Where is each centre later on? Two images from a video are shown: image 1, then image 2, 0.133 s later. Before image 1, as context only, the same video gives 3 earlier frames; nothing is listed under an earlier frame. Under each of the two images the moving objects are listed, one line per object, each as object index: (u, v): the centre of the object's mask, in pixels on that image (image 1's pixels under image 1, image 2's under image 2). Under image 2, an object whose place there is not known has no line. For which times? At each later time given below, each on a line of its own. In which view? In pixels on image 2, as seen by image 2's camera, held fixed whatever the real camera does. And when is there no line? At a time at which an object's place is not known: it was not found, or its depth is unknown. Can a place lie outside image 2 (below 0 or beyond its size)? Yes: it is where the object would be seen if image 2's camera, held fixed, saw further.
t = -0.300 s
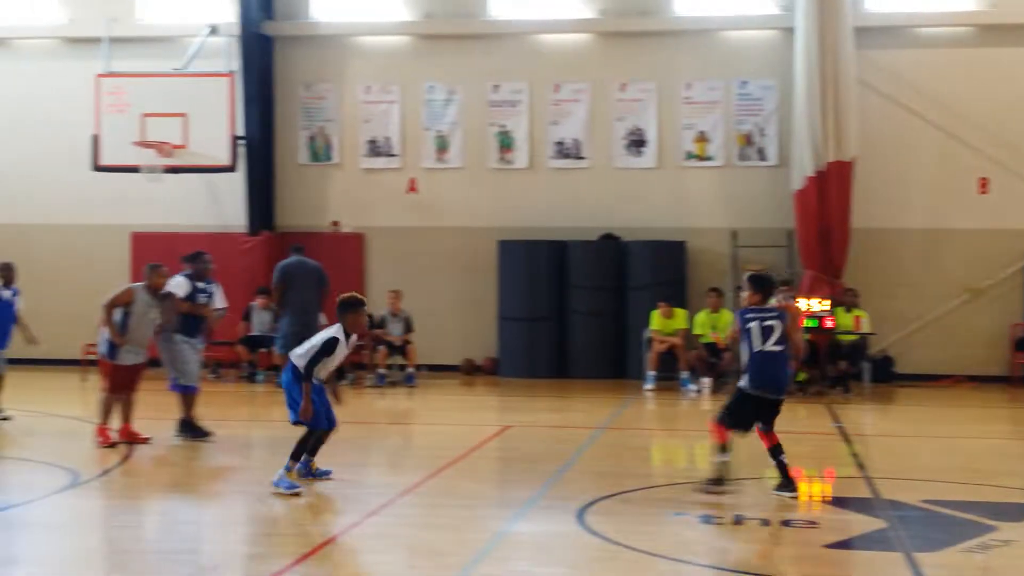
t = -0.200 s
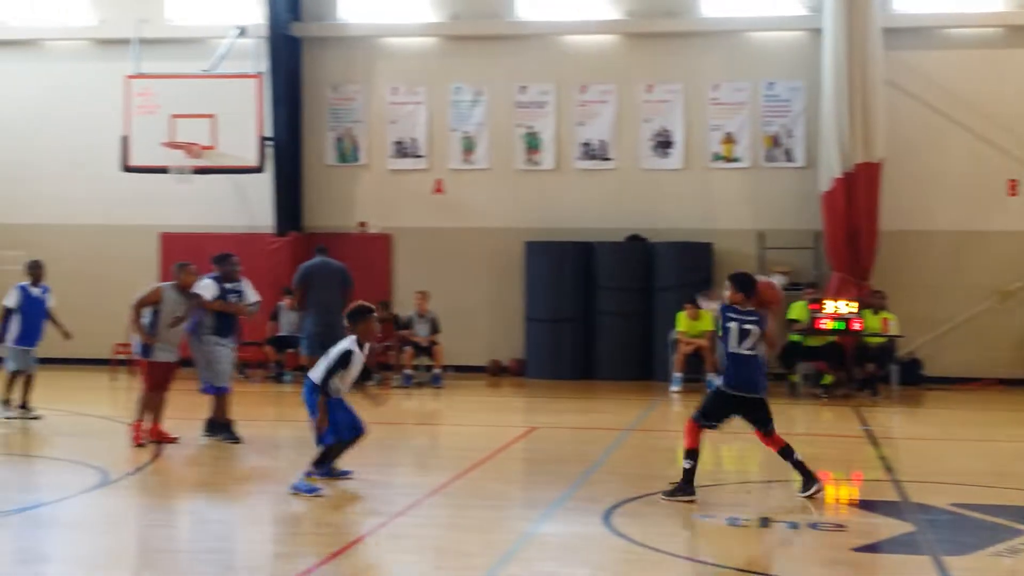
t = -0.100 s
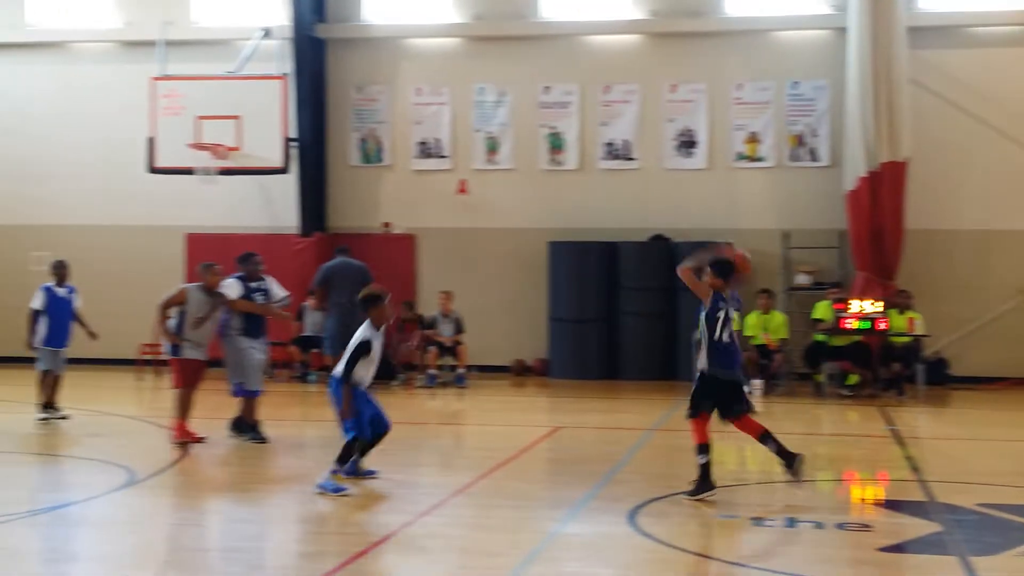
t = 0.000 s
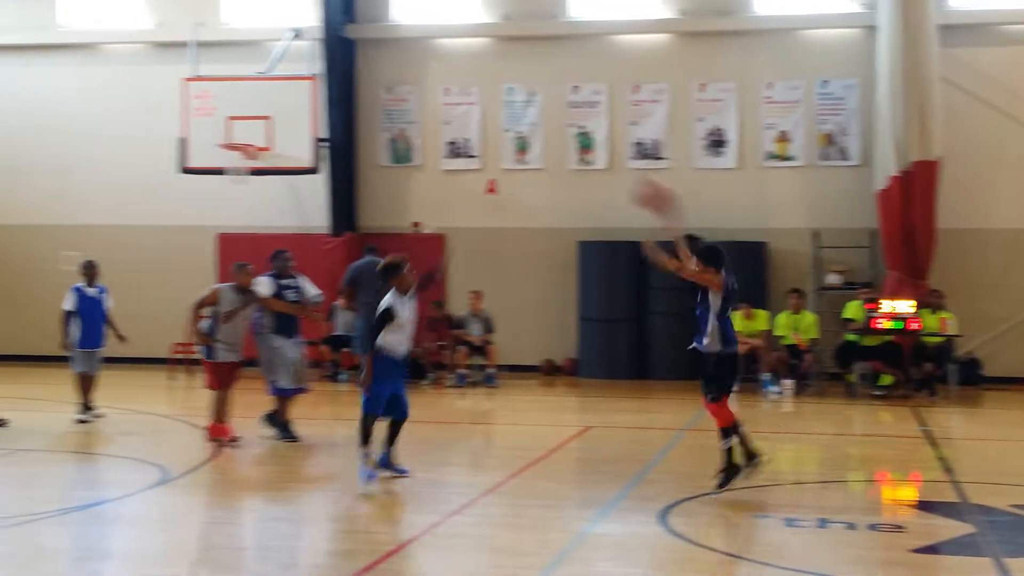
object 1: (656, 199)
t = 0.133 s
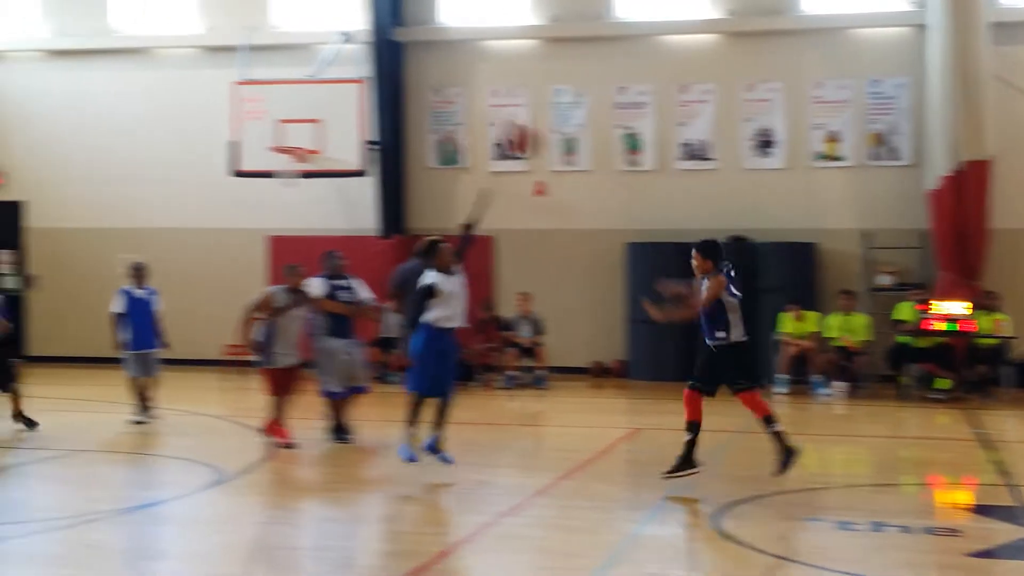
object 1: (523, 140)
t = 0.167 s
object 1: (476, 128)
